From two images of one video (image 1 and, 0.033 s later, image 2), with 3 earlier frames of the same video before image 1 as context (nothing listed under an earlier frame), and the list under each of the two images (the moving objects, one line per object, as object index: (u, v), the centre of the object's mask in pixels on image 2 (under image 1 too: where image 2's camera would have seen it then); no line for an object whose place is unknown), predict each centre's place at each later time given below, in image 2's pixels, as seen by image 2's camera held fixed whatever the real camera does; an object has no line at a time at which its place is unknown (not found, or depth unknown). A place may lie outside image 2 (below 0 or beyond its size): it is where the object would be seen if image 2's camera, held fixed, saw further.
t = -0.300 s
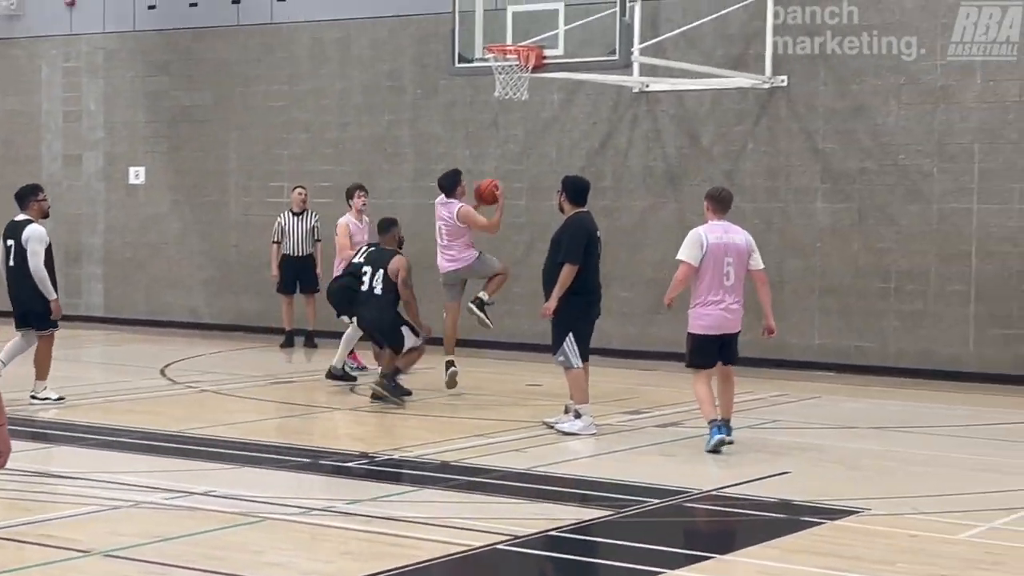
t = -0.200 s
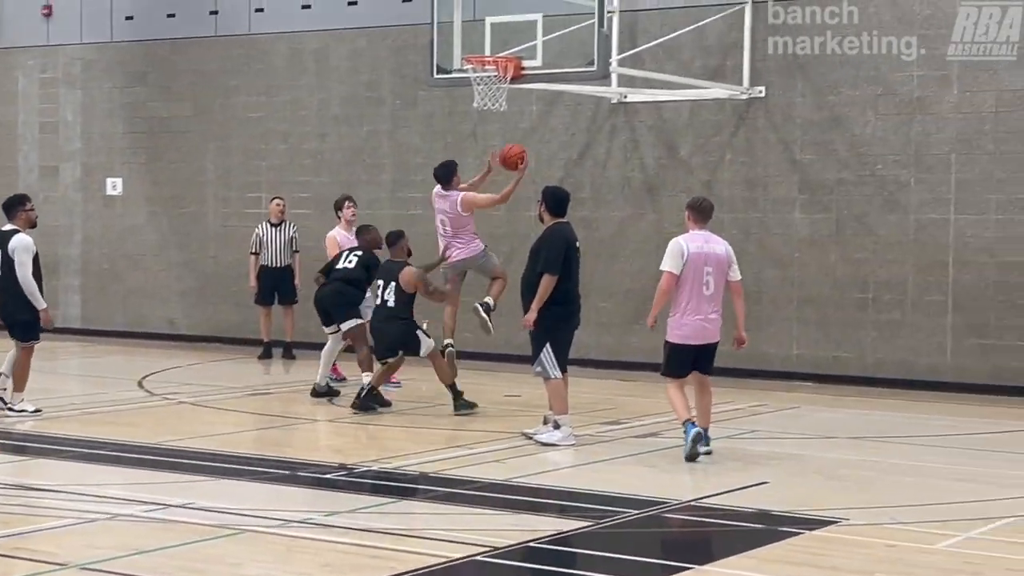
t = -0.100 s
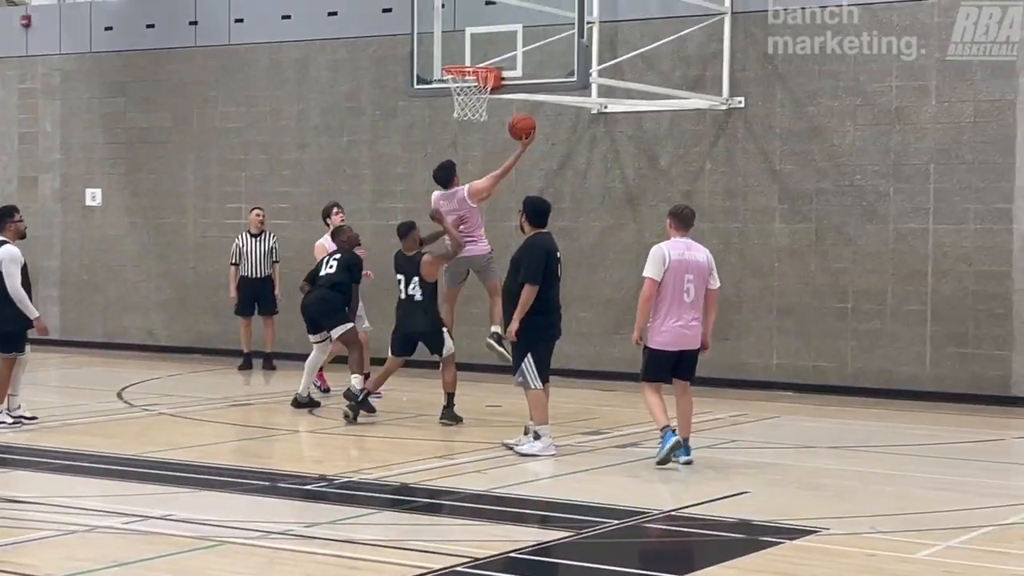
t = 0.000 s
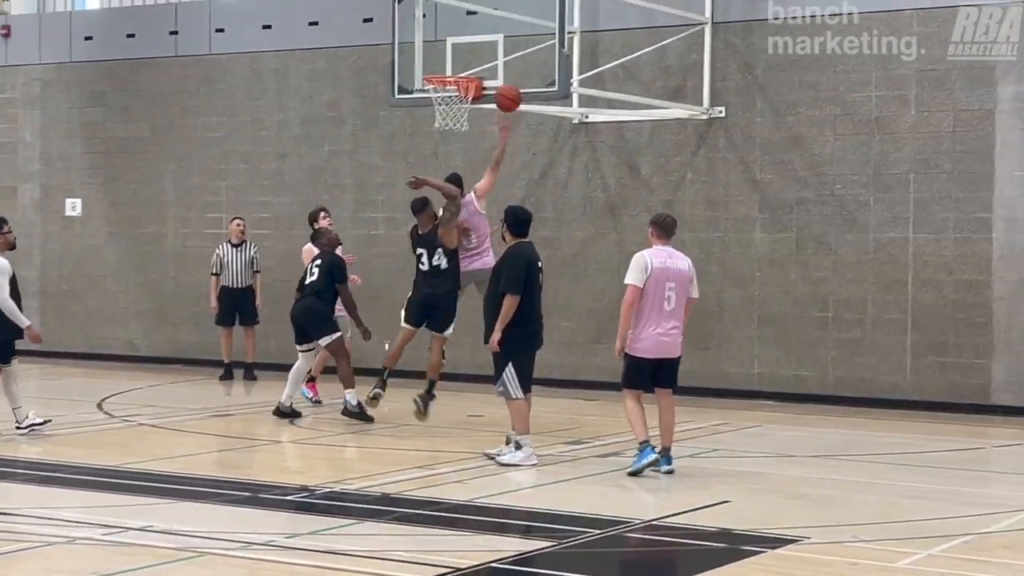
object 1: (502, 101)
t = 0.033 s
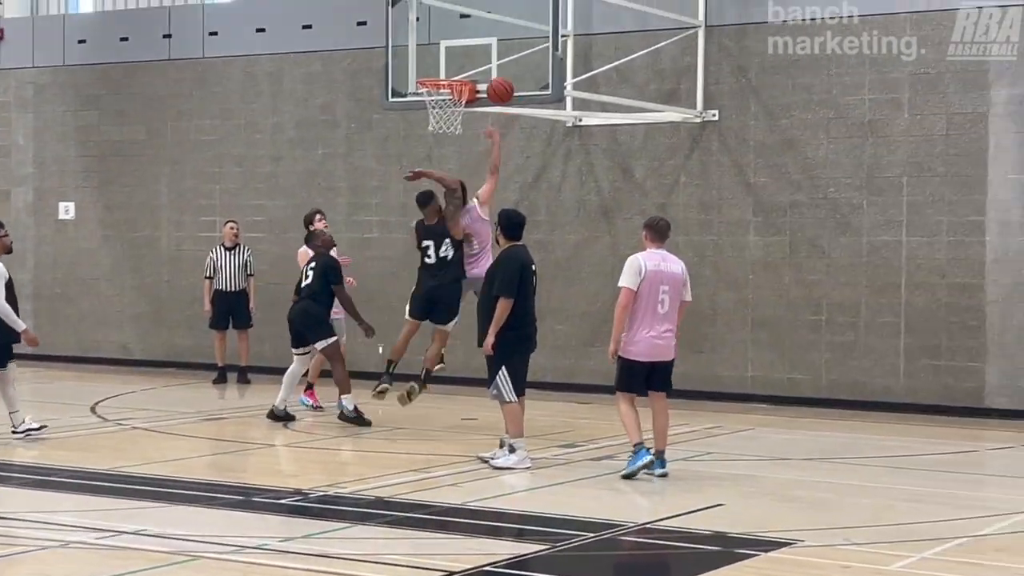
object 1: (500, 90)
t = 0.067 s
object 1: (498, 80)
